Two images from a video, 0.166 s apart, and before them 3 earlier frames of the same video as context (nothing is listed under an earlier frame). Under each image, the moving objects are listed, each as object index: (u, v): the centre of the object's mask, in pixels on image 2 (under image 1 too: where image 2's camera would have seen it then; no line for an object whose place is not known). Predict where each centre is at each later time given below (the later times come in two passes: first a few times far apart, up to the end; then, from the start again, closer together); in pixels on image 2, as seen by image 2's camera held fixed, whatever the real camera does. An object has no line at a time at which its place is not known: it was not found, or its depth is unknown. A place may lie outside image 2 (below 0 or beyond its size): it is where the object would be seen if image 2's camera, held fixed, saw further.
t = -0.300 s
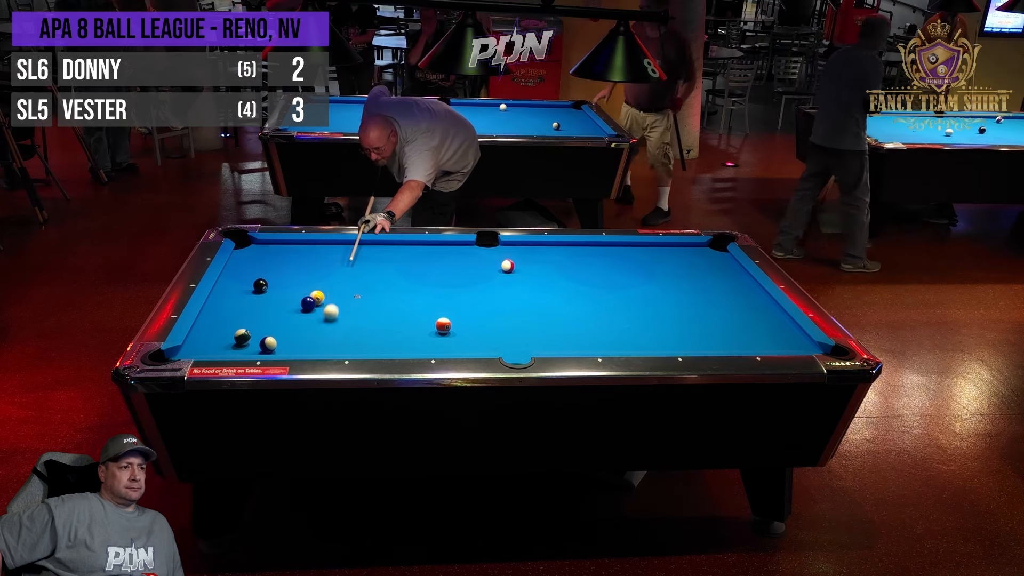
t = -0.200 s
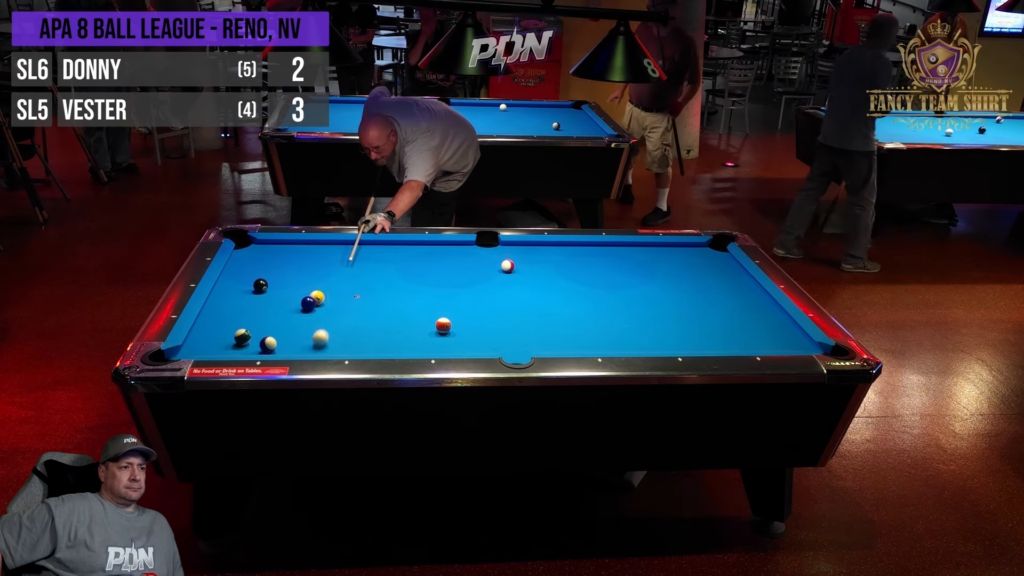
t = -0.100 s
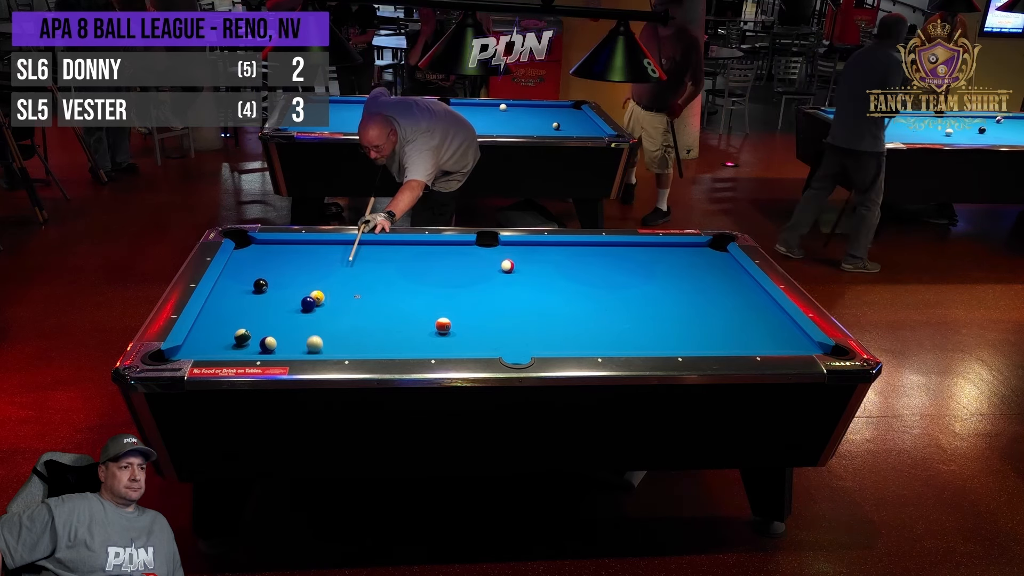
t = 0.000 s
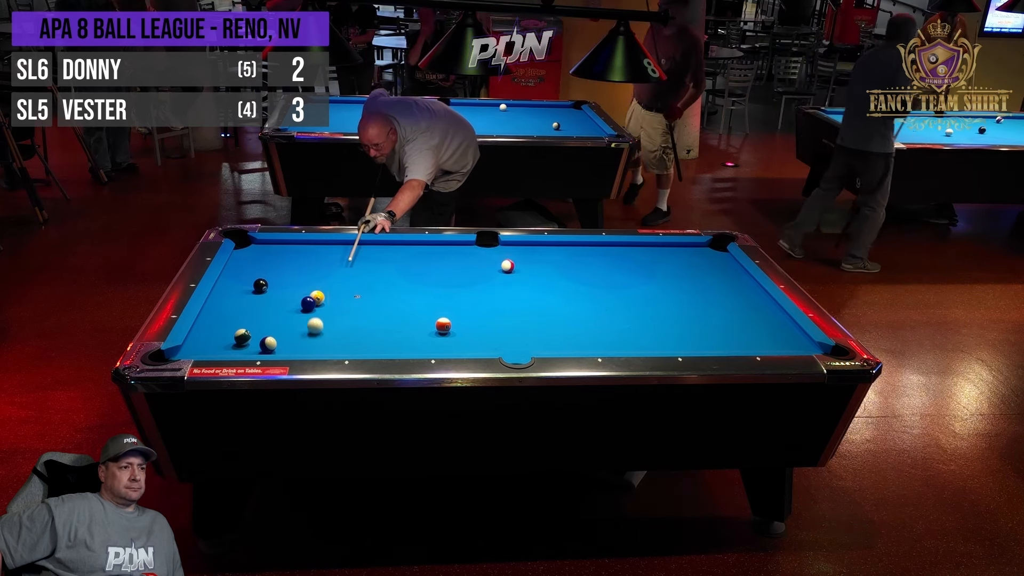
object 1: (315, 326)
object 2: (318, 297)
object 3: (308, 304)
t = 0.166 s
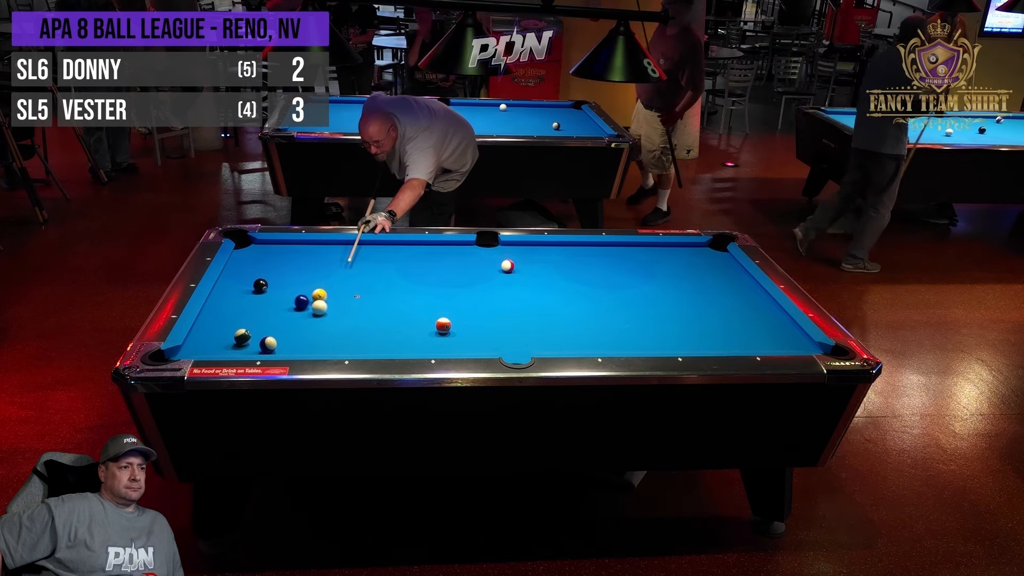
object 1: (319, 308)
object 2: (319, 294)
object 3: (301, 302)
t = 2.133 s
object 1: (429, 244)
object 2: (380, 249)
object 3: (283, 273)
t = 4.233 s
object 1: (463, 263)
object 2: (394, 250)
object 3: (331, 264)
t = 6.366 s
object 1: (465, 265)
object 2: (394, 250)
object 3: (332, 264)
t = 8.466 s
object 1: (465, 265)
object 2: (394, 250)
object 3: (332, 264)
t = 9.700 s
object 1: (465, 265)
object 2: (394, 250)
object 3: (332, 264)
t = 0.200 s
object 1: (322, 307)
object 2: (321, 293)
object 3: (297, 301)
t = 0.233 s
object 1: (325, 305)
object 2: (322, 292)
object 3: (293, 300)
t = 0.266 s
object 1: (328, 303)
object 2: (323, 291)
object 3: (289, 299)
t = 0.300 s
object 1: (330, 302)
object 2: (324, 290)
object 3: (285, 299)
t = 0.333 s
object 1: (333, 300)
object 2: (326, 290)
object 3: (282, 298)
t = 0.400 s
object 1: (338, 298)
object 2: (329, 288)
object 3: (274, 296)
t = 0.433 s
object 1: (340, 296)
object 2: (330, 287)
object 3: (271, 296)
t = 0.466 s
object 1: (342, 295)
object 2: (332, 286)
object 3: (267, 295)
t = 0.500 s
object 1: (345, 294)
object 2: (333, 285)
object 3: (264, 294)
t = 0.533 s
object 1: (347, 292)
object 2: (335, 284)
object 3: (260, 293)
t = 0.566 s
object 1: (349, 291)
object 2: (336, 283)
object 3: (257, 293)
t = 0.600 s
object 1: (351, 290)
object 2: (337, 282)
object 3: (253, 292)
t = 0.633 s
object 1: (354, 288)
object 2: (338, 281)
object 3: (250, 291)
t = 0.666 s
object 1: (356, 287)
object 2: (340, 281)
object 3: (246, 290)
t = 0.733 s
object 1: (360, 284)
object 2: (342, 279)
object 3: (240, 289)
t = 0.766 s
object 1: (362, 283)
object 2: (343, 278)
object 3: (237, 288)
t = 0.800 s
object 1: (364, 282)
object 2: (344, 277)
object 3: (234, 287)
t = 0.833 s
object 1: (366, 281)
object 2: (345, 276)
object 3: (231, 287)
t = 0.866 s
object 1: (368, 280)
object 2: (347, 275)
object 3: (227, 286)
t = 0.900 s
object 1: (370, 278)
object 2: (348, 274)
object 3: (225, 286)
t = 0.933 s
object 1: (372, 277)
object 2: (349, 273)
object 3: (222, 285)
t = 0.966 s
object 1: (374, 276)
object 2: (350, 273)
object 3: (224, 284)
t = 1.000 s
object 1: (376, 275)
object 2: (351, 272)
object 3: (226, 284)
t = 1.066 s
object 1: (380, 273)
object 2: (354, 270)
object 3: (230, 283)
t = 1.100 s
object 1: (382, 272)
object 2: (354, 269)
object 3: (232, 283)
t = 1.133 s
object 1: (383, 271)
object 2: (355, 269)
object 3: (234, 282)
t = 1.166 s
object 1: (385, 270)
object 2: (356, 268)
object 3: (236, 282)
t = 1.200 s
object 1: (387, 269)
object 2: (357, 267)
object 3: (238, 282)
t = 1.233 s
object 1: (389, 268)
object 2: (359, 266)
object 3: (240, 281)
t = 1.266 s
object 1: (391, 266)
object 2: (359, 266)
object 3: (242, 281)
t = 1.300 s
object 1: (392, 265)
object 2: (360, 265)
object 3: (243, 281)
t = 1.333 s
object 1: (394, 264)
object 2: (361, 264)
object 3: (245, 280)
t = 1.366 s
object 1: (396, 263)
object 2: (362, 263)
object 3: (247, 280)
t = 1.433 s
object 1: (399, 262)
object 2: (364, 262)
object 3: (250, 278)
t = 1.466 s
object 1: (401, 261)
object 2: (365, 261)
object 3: (252, 278)
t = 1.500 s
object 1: (402, 260)
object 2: (366, 261)
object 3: (253, 277)
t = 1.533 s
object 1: (404, 259)
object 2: (367, 260)
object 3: (255, 277)
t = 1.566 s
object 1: (405, 258)
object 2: (368, 259)
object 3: (257, 276)
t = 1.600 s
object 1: (407, 257)
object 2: (368, 259)
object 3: (259, 276)
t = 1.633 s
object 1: (408, 256)
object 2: (369, 258)
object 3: (261, 275)
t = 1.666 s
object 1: (410, 255)
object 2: (370, 258)
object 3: (263, 275)
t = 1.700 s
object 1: (411, 254)
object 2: (371, 257)
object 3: (265, 275)
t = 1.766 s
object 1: (414, 253)
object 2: (373, 256)
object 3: (268, 276)
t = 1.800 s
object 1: (416, 252)
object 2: (373, 255)
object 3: (269, 276)
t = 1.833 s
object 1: (417, 251)
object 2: (374, 254)
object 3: (271, 275)
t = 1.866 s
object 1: (418, 250)
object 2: (375, 254)
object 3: (272, 276)
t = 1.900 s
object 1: (420, 249)
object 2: (376, 253)
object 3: (274, 275)
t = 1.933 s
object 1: (421, 249)
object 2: (376, 253)
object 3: (275, 275)
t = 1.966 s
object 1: (422, 248)
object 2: (377, 252)
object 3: (277, 275)
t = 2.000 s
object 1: (424, 247)
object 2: (378, 252)
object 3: (278, 274)
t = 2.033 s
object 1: (425, 246)
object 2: (378, 251)
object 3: (279, 274)
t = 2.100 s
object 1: (428, 245)
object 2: (380, 250)
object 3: (282, 274)
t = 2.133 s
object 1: (429, 244)
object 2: (380, 249)
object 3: (283, 273)
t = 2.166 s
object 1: (430, 244)
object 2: (381, 249)
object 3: (285, 273)
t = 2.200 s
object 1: (431, 244)
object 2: (381, 248)
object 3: (286, 273)
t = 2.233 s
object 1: (432, 244)
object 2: (382, 248)
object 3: (287, 272)
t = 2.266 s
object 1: (432, 245)
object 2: (383, 247)
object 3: (289, 272)
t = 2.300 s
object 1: (433, 245)
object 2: (383, 247)
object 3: (290, 272)
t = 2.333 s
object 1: (434, 246)
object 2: (384, 246)
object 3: (291, 272)
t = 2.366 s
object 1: (435, 246)
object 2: (385, 246)
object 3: (292, 271)
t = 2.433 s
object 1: (436, 247)
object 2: (386, 245)
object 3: (295, 271)
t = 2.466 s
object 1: (437, 247)
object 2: (386, 245)
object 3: (296, 271)
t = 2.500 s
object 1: (438, 248)
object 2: (387, 244)
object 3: (297, 271)
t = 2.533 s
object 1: (438, 248)
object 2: (387, 244)
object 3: (298, 270)
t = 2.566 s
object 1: (439, 249)
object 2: (388, 243)
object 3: (299, 270)
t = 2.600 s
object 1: (440, 249)
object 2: (388, 243)
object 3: (300, 270)
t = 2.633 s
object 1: (441, 250)
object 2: (388, 244)
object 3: (302, 270)
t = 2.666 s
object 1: (441, 250)
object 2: (389, 244)
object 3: (303, 270)
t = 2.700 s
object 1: (442, 250)
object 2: (389, 244)
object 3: (304, 270)
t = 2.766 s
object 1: (443, 251)
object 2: (389, 244)
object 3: (306, 269)
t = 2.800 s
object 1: (444, 252)
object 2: (389, 245)
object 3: (307, 269)
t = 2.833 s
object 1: (445, 252)
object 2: (390, 245)
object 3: (308, 269)
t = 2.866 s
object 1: (445, 252)
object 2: (390, 245)
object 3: (309, 269)
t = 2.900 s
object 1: (446, 253)
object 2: (390, 245)
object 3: (310, 269)
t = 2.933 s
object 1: (447, 253)
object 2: (390, 246)
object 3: (310, 268)
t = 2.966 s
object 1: (447, 253)
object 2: (390, 246)
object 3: (311, 268)
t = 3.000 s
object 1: (448, 254)
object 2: (390, 246)
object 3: (312, 268)
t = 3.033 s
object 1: (449, 254)
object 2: (391, 246)
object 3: (313, 268)
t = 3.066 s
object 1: (449, 254)
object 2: (391, 246)
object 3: (314, 268)
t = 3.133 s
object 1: (450, 255)
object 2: (391, 247)
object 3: (315, 267)
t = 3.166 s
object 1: (451, 255)
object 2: (391, 247)
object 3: (316, 267)
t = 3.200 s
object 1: (451, 256)
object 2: (392, 247)
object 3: (317, 267)
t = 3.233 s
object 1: (452, 256)
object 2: (392, 247)
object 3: (318, 267)
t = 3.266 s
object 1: (452, 256)
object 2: (392, 247)
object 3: (318, 267)
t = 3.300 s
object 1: (453, 257)
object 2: (392, 247)
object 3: (319, 267)
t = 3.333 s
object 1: (454, 257)
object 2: (392, 248)
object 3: (320, 267)
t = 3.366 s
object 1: (454, 257)
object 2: (393, 248)
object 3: (320, 266)
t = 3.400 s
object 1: (455, 257)
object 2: (393, 248)
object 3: (321, 266)
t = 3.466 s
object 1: (455, 258)
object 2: (393, 248)
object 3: (322, 266)
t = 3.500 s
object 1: (456, 258)
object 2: (393, 248)
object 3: (323, 266)
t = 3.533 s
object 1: (456, 259)
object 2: (393, 248)
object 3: (323, 266)
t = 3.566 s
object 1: (457, 259)
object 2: (393, 248)
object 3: (324, 266)
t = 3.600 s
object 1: (457, 259)
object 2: (393, 249)
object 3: (324, 265)
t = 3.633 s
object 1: (458, 259)
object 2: (394, 249)
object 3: (325, 265)
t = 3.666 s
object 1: (458, 260)
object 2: (394, 249)
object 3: (325, 265)
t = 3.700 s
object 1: (459, 260)
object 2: (394, 249)
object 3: (325, 265)
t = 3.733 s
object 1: (459, 260)
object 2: (394, 249)
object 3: (326, 265)
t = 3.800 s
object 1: (460, 261)
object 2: (394, 249)
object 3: (327, 265)
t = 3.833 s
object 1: (460, 261)
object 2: (394, 249)
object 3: (327, 265)
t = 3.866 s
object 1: (460, 261)
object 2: (394, 249)
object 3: (328, 265)
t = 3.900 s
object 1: (461, 261)
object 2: (394, 249)
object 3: (328, 265)
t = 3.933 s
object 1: (461, 261)
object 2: (394, 250)
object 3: (328, 265)
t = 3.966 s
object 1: (461, 262)
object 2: (394, 249)
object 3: (329, 264)
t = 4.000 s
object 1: (462, 262)
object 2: (394, 250)
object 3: (329, 264)
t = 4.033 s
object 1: (462, 262)
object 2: (394, 250)
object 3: (329, 264)
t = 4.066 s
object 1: (462, 262)
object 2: (394, 250)
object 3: (329, 264)
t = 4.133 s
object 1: (463, 263)
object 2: (394, 250)
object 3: (330, 264)
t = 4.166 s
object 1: (463, 263)
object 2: (394, 250)
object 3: (330, 264)
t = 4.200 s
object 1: (463, 263)
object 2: (394, 250)
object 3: (330, 264)
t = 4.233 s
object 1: (463, 263)
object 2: (394, 250)
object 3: (331, 264)
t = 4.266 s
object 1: (463, 263)
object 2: (394, 250)
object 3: (331, 264)
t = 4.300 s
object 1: (464, 263)
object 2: (394, 250)
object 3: (331, 264)
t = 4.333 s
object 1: (464, 264)
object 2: (394, 250)
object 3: (331, 264)
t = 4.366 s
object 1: (464, 264)
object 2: (394, 250)
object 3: (331, 264)
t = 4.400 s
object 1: (464, 264)
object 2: (394, 250)
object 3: (331, 264)
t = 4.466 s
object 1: (464, 264)
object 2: (394, 250)
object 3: (332, 264)
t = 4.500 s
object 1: (464, 264)
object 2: (394, 250)
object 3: (332, 264)
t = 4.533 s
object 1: (465, 264)
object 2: (394, 250)
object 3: (332, 264)
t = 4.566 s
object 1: (465, 264)
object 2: (394, 250)
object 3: (332, 264)
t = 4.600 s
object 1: (465, 264)
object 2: (394, 250)
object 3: (332, 264)
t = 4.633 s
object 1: (465, 264)
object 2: (394, 250)
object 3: (332, 264)
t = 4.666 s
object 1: (465, 265)
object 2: (394, 250)
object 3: (332, 264)
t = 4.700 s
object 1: (465, 265)
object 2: (394, 250)
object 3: (332, 264)
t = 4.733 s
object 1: (465, 265)
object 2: (394, 250)
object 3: (332, 264)
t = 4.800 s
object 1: (465, 265)
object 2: (394, 250)
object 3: (332, 264)
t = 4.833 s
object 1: (465, 265)
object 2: (394, 250)
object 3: (332, 264)
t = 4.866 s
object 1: (465, 265)
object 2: (394, 250)
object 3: (332, 264)
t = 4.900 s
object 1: (465, 265)
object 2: (394, 250)
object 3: (332, 264)
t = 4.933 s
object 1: (465, 265)
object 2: (394, 250)
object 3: (332, 264)
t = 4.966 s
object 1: (465, 265)
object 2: (394, 250)
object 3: (332, 264)
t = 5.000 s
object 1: (465, 265)
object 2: (394, 250)
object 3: (332, 264)
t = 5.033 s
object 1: (465, 265)
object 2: (394, 250)
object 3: (332, 264)
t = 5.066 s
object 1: (465, 265)
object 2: (394, 250)
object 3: (332, 264)
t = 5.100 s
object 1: (465, 265)
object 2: (394, 250)
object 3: (332, 264)
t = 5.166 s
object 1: (465, 265)
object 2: (394, 250)
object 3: (332, 264)
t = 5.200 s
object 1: (465, 265)
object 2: (394, 250)
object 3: (332, 264)
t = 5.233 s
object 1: (465, 265)
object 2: (394, 250)
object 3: (332, 264)
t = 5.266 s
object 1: (465, 265)
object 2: (394, 250)
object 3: (332, 264)
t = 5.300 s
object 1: (465, 265)
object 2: (394, 250)
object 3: (332, 264)
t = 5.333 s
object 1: (465, 265)
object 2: (394, 250)
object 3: (332, 264)
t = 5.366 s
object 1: (465, 265)
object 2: (394, 250)
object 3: (332, 264)
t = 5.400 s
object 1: (465, 265)
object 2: (394, 250)
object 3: (332, 264)
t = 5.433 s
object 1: (465, 265)
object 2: (394, 250)
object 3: (332, 264)
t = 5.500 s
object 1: (465, 265)
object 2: (394, 250)
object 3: (332, 264)
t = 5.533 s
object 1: (465, 265)
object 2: (394, 250)
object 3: (332, 264)
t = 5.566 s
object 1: (465, 265)
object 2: (394, 250)
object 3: (332, 264)
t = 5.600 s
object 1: (465, 265)
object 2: (394, 250)
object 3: (332, 264)
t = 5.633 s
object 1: (465, 265)
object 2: (394, 250)
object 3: (332, 264)
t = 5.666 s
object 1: (465, 265)
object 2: (394, 250)
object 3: (332, 264)
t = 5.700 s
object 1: (465, 265)
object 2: (394, 250)
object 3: (332, 264)
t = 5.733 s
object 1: (465, 265)
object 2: (394, 250)
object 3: (332, 264)
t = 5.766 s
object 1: (465, 265)
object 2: (394, 250)
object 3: (332, 264)
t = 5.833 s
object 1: (465, 265)
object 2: (394, 250)
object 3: (332, 264)
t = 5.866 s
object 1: (465, 265)
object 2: (394, 250)
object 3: (332, 264)
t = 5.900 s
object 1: (465, 265)
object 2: (394, 250)
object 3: (332, 264)
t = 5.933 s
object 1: (465, 265)
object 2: (394, 250)
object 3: (332, 264)
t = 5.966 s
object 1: (465, 265)
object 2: (394, 250)
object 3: (332, 264)
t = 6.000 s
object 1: (465, 265)
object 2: (394, 250)
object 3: (332, 264)
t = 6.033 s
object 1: (465, 265)
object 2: (394, 250)
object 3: (332, 264)
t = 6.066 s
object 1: (465, 265)
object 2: (394, 250)
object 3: (332, 264)
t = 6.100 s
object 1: (465, 265)
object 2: (394, 250)
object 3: (332, 264)
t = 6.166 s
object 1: (465, 265)
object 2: (394, 250)
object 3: (332, 264)
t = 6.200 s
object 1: (465, 265)
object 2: (394, 250)
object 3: (332, 264)
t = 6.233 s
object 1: (465, 265)
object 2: (394, 250)
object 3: (332, 264)
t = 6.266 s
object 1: (465, 265)
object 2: (394, 250)
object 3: (332, 264)
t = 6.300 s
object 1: (465, 265)
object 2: (394, 250)
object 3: (332, 264)
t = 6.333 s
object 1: (465, 265)
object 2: (394, 250)
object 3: (332, 264)
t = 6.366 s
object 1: (465, 265)
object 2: (394, 250)
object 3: (332, 264)
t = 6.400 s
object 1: (465, 265)
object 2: (394, 250)
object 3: (332, 264)
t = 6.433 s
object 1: (465, 265)
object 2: (394, 250)
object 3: (332, 264)
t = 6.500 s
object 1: (465, 265)
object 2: (394, 250)
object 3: (332, 264)
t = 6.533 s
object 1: (465, 265)
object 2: (394, 250)
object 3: (332, 264)
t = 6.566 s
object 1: (465, 265)
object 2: (394, 250)
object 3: (332, 264)
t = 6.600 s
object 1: (465, 265)
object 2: (394, 250)
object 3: (332, 264)
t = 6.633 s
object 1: (465, 265)
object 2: (394, 250)
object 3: (332, 264)
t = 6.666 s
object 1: (465, 265)
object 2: (394, 250)
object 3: (332, 264)
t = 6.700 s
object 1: (465, 265)
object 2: (394, 250)
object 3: (332, 264)
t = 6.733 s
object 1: (465, 265)
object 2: (394, 250)
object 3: (332, 264)
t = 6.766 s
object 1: (465, 265)
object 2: (394, 250)
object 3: (332, 264)
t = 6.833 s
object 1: (465, 265)
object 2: (394, 250)
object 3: (332, 264)
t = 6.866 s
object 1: (465, 265)
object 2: (394, 250)
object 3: (332, 264)
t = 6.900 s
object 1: (465, 265)
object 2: (394, 250)
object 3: (332, 264)
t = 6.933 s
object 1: (465, 265)
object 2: (394, 250)
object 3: (332, 264)
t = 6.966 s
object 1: (465, 265)
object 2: (394, 250)
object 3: (332, 264)
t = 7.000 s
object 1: (465, 265)
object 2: (394, 250)
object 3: (332, 264)
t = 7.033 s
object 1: (465, 265)
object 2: (394, 250)
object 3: (332, 264)
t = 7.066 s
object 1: (465, 265)
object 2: (394, 250)
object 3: (332, 264)
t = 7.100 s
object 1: (465, 265)
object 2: (394, 250)
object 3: (332, 264)
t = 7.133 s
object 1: (465, 265)
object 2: (394, 250)
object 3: (332, 264)
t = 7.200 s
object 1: (465, 265)
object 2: (394, 250)
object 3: (332, 264)
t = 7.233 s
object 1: (465, 265)
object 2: (394, 250)
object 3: (332, 264)
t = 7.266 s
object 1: (465, 265)
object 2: (394, 250)
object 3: (332, 264)
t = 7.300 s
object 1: (465, 265)
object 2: (394, 250)
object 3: (332, 264)
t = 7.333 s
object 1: (465, 265)
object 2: (394, 250)
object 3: (332, 264)
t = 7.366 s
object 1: (465, 265)
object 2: (394, 250)
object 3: (332, 264)
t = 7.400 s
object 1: (465, 265)
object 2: (394, 250)
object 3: (332, 264)
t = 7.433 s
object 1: (465, 265)
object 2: (394, 250)
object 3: (332, 264)
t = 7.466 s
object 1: (465, 265)
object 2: (394, 250)
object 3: (332, 264)
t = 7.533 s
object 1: (465, 265)
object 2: (394, 250)
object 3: (332, 264)
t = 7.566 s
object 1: (465, 265)
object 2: (394, 250)
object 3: (332, 264)
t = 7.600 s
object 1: (465, 265)
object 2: (394, 250)
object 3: (332, 264)
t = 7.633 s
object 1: (465, 265)
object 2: (394, 250)
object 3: (332, 264)
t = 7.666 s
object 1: (465, 265)
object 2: (394, 250)
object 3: (332, 264)
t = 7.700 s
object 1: (465, 265)
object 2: (394, 250)
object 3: (332, 264)
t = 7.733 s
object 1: (465, 265)
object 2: (394, 250)
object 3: (332, 264)
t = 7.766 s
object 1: (465, 265)
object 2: (394, 250)
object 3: (332, 264)
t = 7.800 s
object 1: (465, 265)
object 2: (394, 250)
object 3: (332, 264)
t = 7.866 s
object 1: (465, 265)
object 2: (394, 250)
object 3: (332, 264)
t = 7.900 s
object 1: (465, 265)
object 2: (394, 250)
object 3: (332, 264)
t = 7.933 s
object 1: (465, 265)
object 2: (394, 250)
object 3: (332, 264)
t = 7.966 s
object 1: (465, 265)
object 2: (394, 250)
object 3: (332, 264)
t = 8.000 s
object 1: (465, 265)
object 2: (394, 250)
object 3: (332, 264)
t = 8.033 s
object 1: (465, 265)
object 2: (394, 250)
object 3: (332, 264)
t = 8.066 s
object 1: (465, 265)
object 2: (394, 250)
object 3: (332, 264)
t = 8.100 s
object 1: (465, 265)
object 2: (394, 250)
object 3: (332, 264)
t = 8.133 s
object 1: (465, 265)
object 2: (394, 250)
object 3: (332, 264)
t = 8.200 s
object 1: (465, 265)
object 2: (394, 250)
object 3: (332, 264)
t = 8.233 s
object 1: (465, 265)
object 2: (394, 250)
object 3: (332, 264)
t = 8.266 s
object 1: (465, 265)
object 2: (394, 250)
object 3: (332, 264)
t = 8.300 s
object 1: (465, 265)
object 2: (394, 250)
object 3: (332, 264)
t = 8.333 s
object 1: (465, 265)
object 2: (394, 250)
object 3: (332, 264)
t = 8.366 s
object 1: (465, 265)
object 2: (394, 250)
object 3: (332, 264)
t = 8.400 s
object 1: (465, 265)
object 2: (394, 250)
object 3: (332, 264)
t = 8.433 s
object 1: (465, 265)
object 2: (394, 250)
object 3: (332, 264)
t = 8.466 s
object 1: (465, 265)
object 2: (394, 250)
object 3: (332, 264)
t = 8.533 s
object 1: (465, 265)
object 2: (394, 250)
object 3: (332, 264)
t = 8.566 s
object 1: (465, 265)
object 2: (394, 250)
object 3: (332, 264)
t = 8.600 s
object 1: (465, 265)
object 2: (394, 250)
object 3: (332, 264)
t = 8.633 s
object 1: (465, 265)
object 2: (394, 250)
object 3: (332, 264)
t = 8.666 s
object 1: (465, 265)
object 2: (394, 250)
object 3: (332, 264)
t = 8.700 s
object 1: (465, 265)
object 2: (394, 250)
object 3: (332, 264)
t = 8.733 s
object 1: (465, 265)
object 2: (394, 250)
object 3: (332, 264)
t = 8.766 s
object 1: (465, 265)
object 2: (394, 250)
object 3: (332, 264)
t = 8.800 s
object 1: (465, 265)
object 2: (394, 250)
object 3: (332, 264)
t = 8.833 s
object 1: (465, 265)
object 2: (394, 250)
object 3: (332, 264)
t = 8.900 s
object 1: (465, 265)
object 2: (394, 250)
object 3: (332, 264)
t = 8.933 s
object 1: (465, 265)
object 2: (394, 250)
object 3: (332, 264)
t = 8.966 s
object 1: (465, 265)
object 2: (394, 250)
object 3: (332, 264)
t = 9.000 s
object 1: (465, 265)
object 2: (394, 250)
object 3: (332, 264)
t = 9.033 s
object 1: (465, 265)
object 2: (394, 250)
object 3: (332, 264)
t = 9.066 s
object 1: (465, 265)
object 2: (394, 250)
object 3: (332, 264)
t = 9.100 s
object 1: (465, 265)
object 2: (394, 250)
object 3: (332, 264)
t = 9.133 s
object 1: (465, 265)
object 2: (394, 250)
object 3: (332, 264)
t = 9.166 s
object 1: (465, 265)
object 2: (394, 250)
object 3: (332, 264)
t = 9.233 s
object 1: (465, 265)
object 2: (394, 250)
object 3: (332, 264)
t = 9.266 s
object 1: (465, 265)
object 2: (394, 250)
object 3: (332, 264)
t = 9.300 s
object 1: (465, 265)
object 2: (394, 250)
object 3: (332, 264)
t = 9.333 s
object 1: (465, 265)
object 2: (394, 250)
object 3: (332, 264)
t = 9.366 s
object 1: (465, 265)
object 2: (394, 250)
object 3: (332, 264)
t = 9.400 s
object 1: (465, 265)
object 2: (394, 250)
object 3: (332, 264)
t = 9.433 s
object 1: (465, 265)
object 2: (394, 250)
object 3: (332, 264)
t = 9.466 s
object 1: (465, 265)
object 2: (394, 250)
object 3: (332, 264)
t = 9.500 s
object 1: (465, 265)
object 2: (394, 250)
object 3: (332, 264)
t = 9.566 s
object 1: (465, 265)
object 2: (394, 250)
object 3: (332, 264)
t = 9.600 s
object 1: (465, 265)
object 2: (394, 250)
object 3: (332, 264)
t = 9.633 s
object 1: (465, 265)
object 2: (394, 250)
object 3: (332, 264)
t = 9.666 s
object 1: (465, 265)
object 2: (394, 250)
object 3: (332, 264)
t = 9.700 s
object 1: (465, 265)
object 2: (394, 250)
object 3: (332, 264)
